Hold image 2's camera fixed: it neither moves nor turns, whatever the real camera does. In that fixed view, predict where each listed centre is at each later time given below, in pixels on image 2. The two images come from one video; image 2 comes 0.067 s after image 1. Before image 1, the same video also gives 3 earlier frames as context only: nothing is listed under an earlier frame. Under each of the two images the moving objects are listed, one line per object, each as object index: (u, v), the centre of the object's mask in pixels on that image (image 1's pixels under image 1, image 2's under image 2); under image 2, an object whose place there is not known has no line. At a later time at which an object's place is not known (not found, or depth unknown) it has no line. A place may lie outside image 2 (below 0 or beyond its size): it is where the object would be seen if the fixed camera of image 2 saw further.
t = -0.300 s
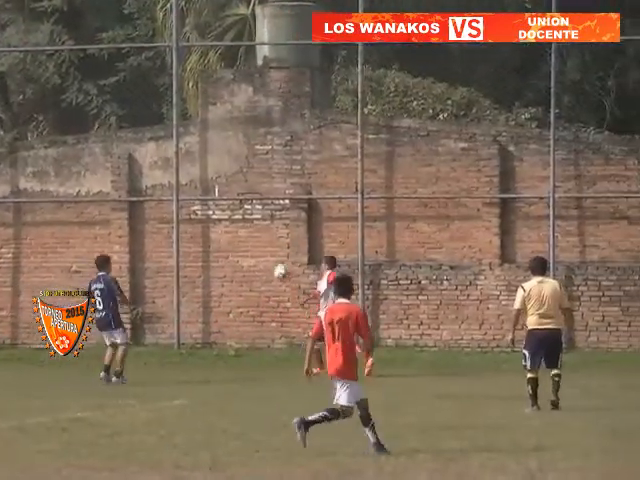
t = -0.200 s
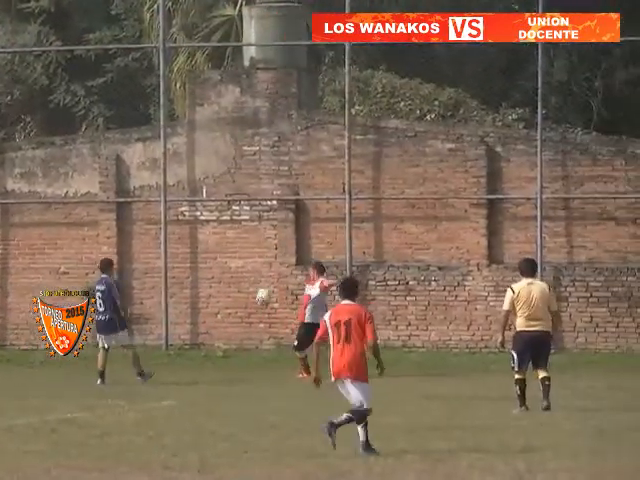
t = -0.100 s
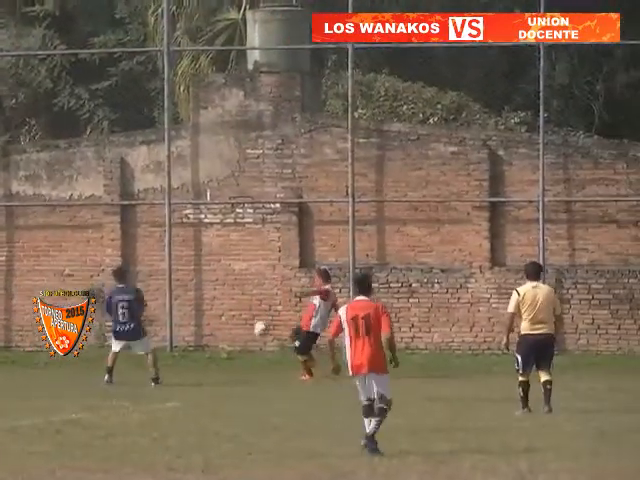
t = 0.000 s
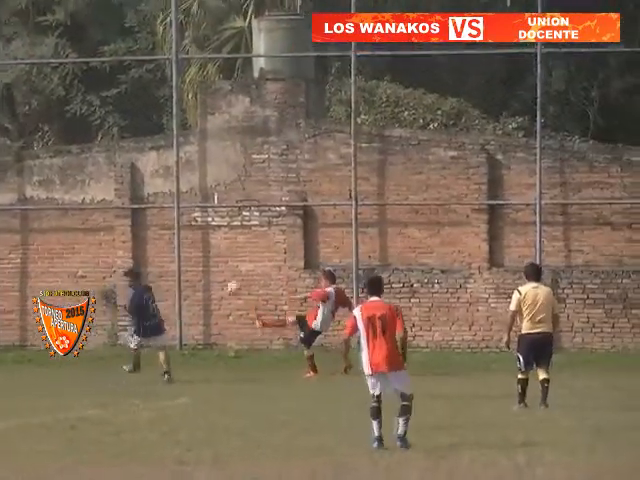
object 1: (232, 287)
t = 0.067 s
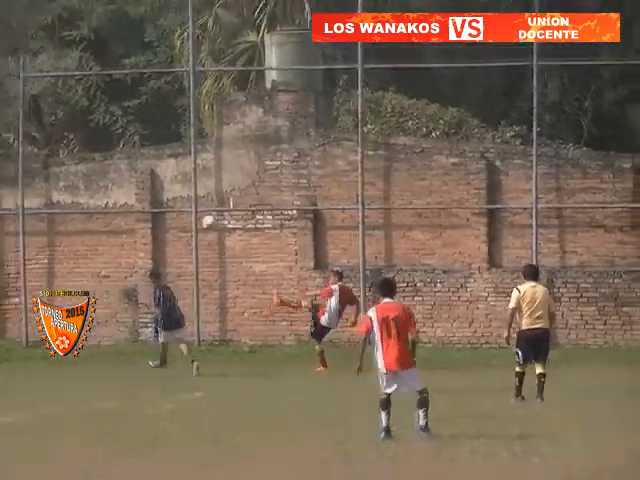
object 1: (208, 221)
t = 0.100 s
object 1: (189, 190)
